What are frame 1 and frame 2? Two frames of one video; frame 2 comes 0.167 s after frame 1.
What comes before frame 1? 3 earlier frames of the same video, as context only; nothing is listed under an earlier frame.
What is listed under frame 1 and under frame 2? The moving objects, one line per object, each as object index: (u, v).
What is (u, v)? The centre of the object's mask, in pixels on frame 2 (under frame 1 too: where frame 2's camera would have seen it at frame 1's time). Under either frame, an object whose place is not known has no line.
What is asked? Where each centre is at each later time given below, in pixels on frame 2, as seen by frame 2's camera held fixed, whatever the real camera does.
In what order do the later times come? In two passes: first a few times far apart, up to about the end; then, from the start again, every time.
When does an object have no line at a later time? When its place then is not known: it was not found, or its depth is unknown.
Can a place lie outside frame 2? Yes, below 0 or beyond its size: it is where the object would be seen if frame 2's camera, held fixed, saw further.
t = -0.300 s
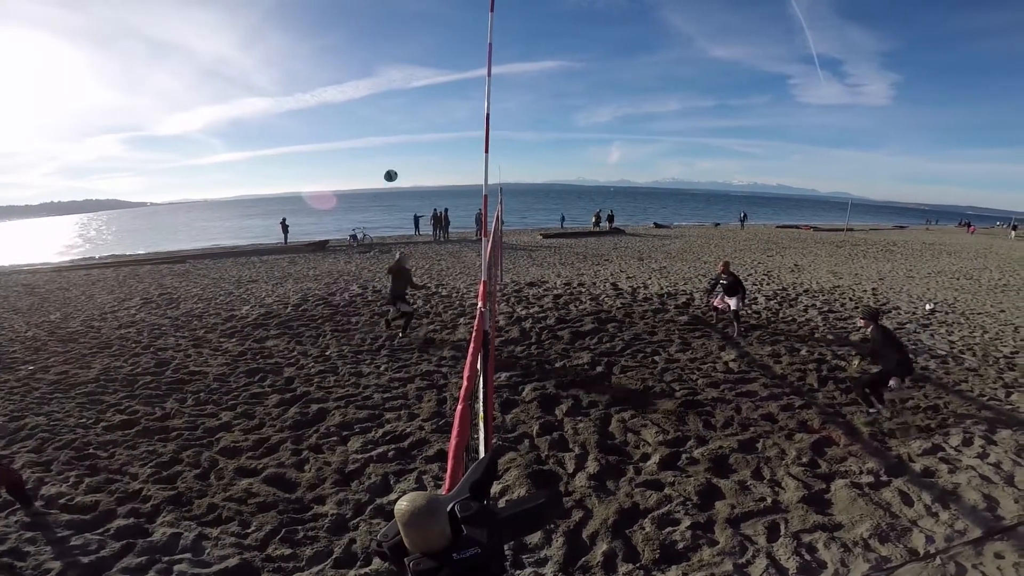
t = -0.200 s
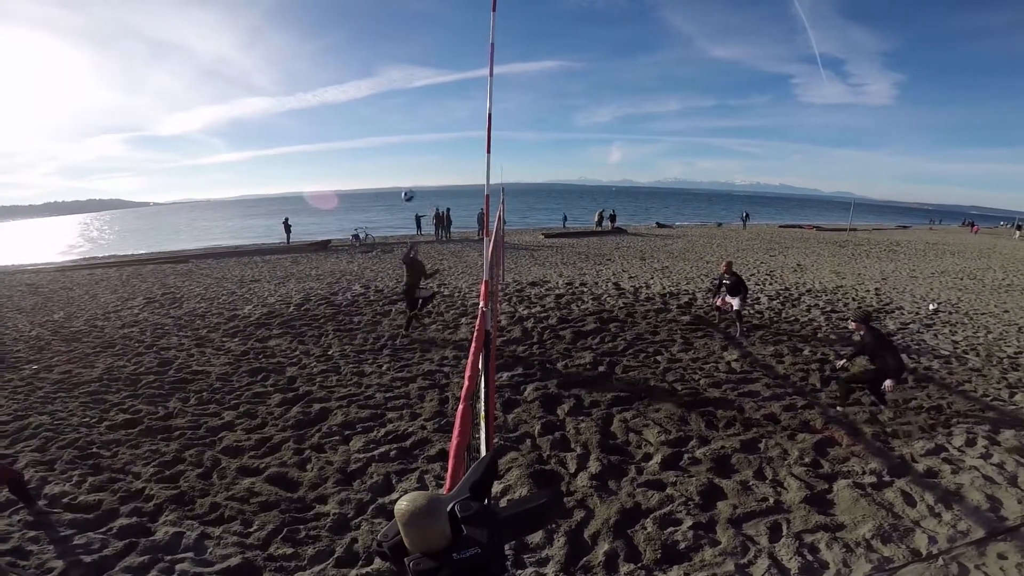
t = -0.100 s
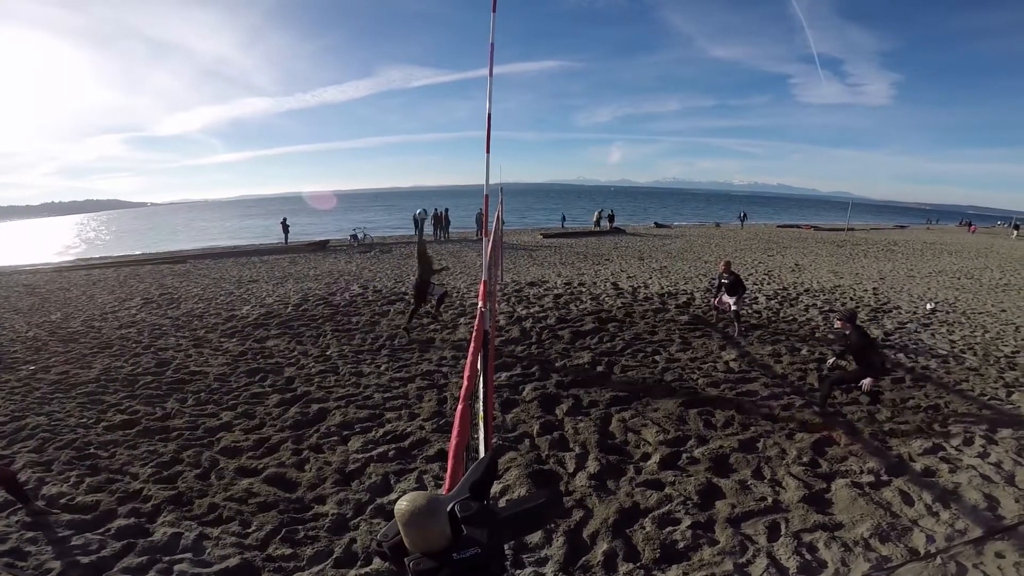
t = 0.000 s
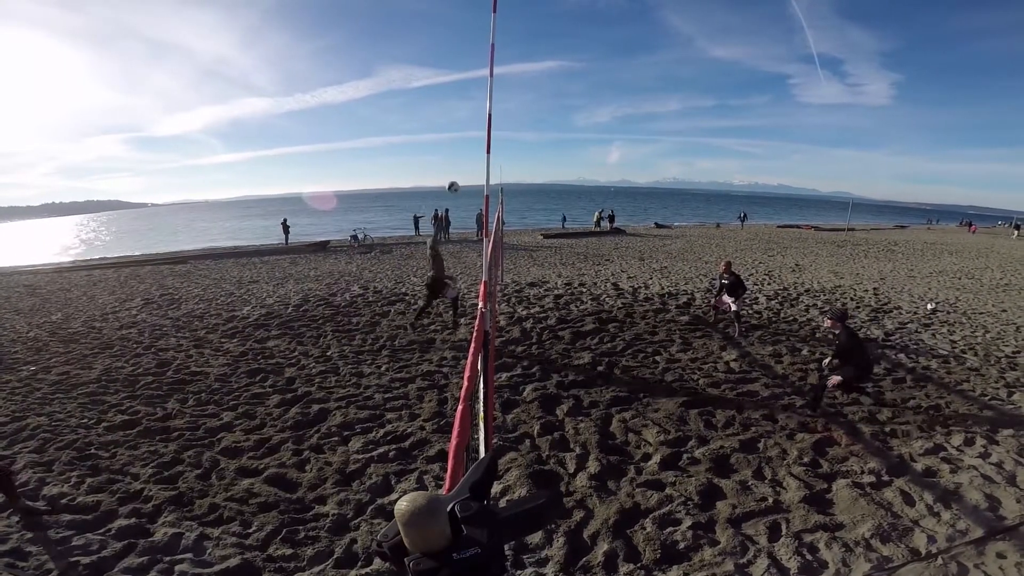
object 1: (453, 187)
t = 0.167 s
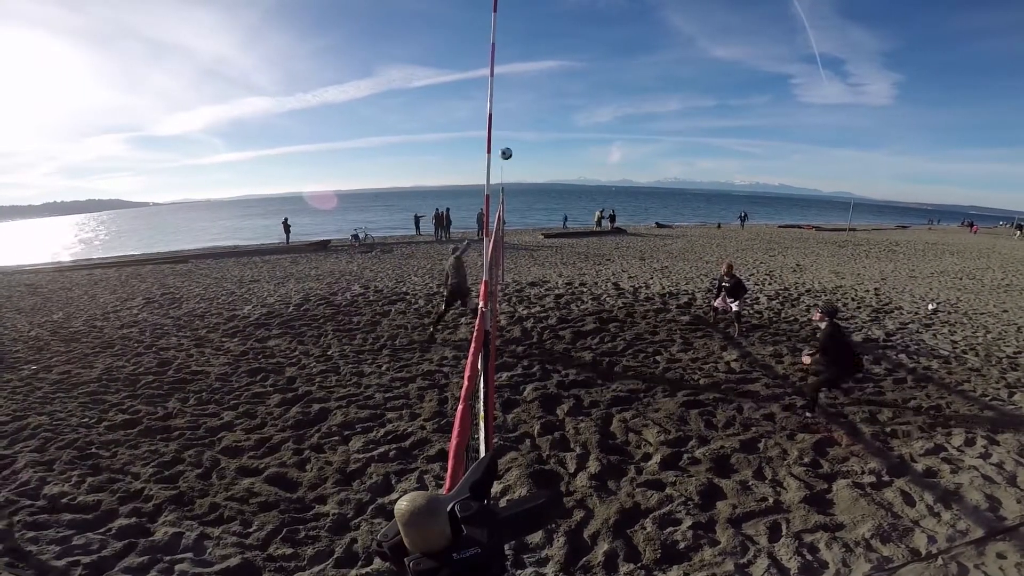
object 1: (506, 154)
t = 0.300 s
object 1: (550, 140)
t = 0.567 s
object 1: (643, 155)
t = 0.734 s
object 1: (697, 191)
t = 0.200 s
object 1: (517, 149)
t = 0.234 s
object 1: (527, 146)
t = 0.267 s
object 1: (538, 143)
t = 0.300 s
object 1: (550, 140)
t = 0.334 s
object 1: (561, 140)
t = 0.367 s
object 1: (572, 140)
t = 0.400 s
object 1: (585, 140)
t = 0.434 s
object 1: (596, 141)
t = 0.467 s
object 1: (607, 143)
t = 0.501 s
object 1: (619, 146)
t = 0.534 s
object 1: (631, 150)
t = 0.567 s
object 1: (643, 155)
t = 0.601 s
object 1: (654, 161)
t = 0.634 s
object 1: (665, 167)
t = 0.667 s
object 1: (676, 174)
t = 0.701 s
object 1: (687, 182)
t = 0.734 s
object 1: (697, 191)
